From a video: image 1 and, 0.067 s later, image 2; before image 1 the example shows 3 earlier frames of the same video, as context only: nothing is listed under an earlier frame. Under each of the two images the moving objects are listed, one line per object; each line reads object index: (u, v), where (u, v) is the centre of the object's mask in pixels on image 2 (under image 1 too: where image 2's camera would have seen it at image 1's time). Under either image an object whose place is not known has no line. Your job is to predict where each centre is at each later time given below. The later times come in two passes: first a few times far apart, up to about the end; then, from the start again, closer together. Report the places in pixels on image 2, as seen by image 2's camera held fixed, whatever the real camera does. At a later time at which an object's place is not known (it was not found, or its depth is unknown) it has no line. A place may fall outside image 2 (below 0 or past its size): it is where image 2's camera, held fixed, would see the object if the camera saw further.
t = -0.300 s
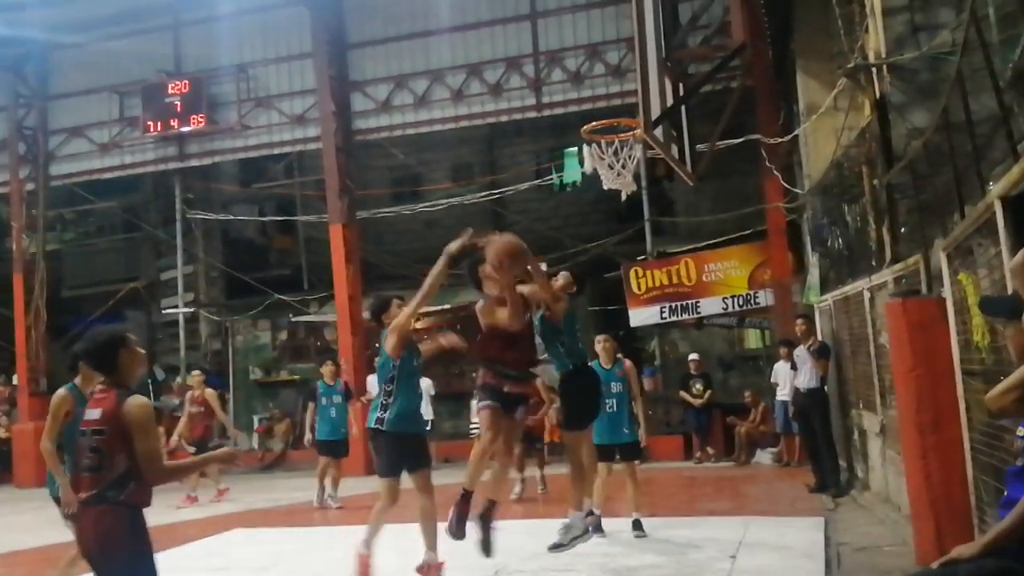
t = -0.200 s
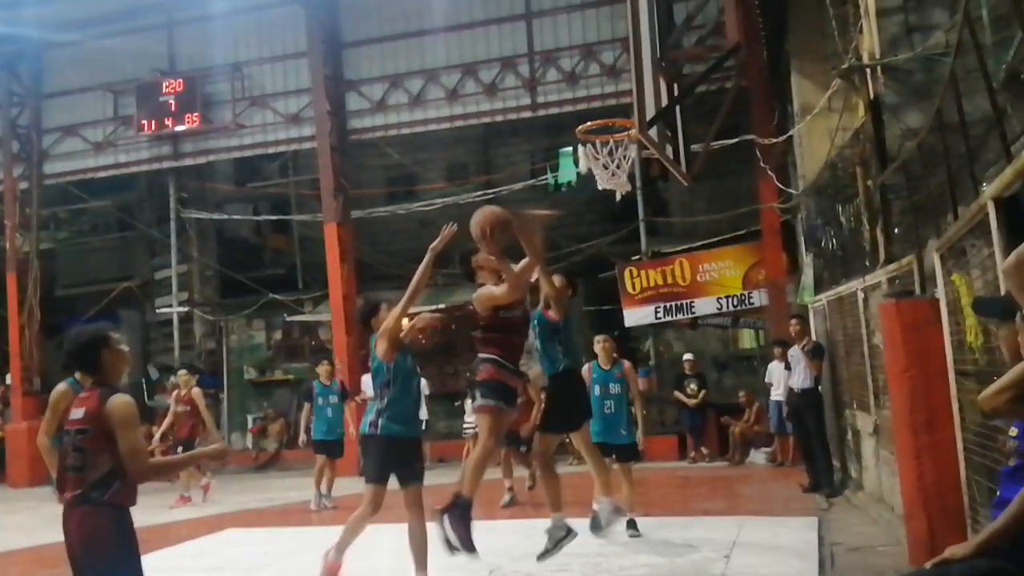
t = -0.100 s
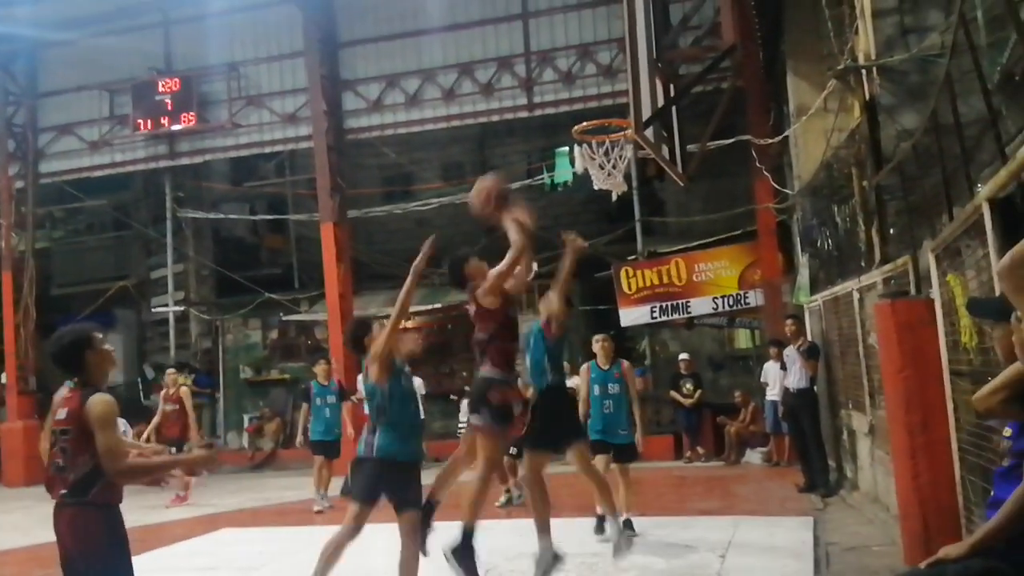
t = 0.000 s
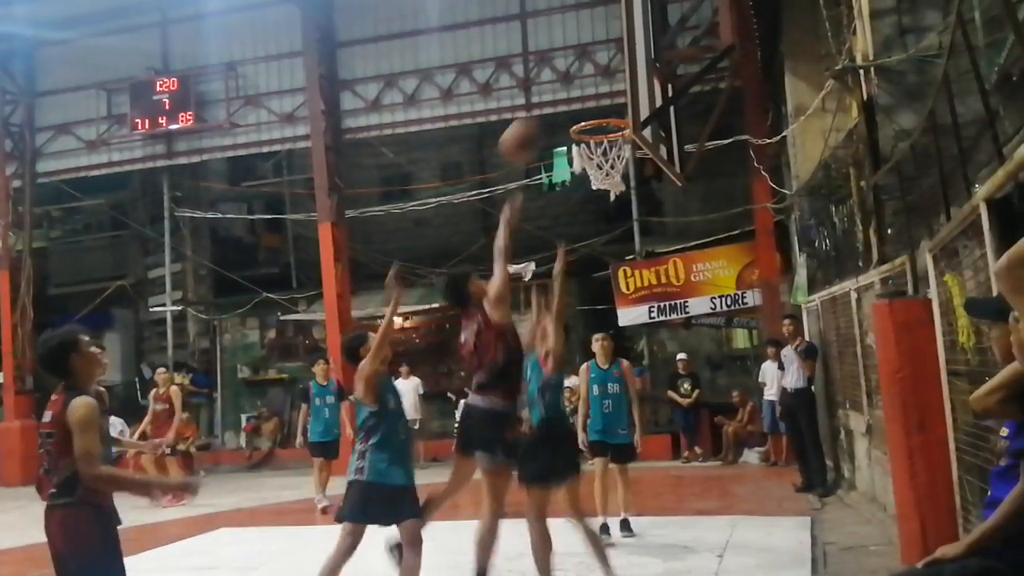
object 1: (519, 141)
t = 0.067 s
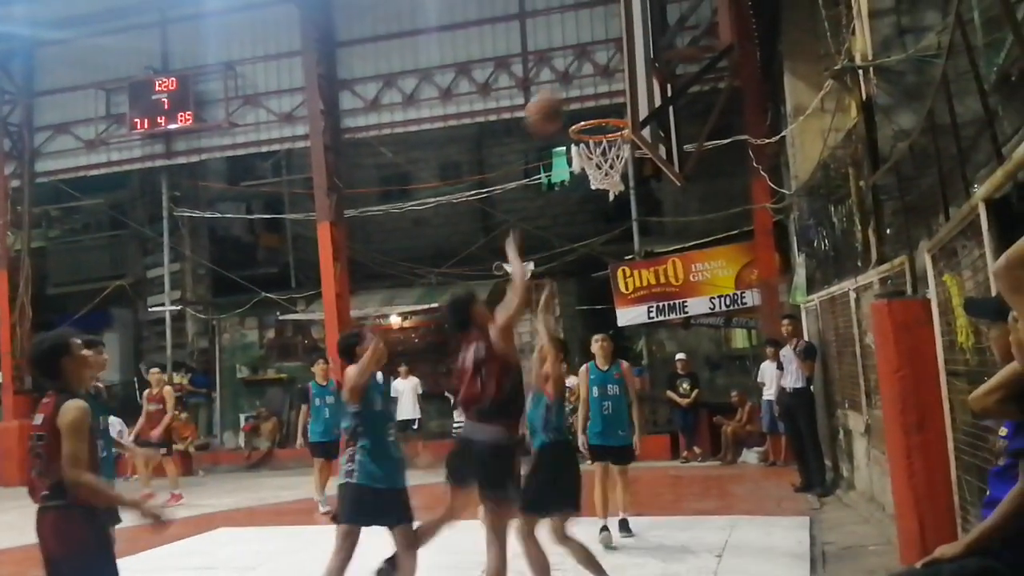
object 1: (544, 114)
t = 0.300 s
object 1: (608, 74)
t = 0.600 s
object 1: (544, 161)
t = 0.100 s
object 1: (557, 101)
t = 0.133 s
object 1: (570, 91)
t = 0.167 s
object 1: (582, 82)
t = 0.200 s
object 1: (595, 76)
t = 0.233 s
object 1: (606, 71)
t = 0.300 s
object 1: (608, 74)
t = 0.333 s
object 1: (603, 80)
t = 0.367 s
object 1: (597, 88)
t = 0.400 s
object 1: (590, 98)
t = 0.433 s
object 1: (584, 108)
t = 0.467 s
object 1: (578, 120)
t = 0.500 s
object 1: (569, 128)
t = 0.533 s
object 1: (561, 137)
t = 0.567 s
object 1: (553, 148)
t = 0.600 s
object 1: (544, 161)
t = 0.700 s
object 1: (521, 211)
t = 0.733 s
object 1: (513, 230)
